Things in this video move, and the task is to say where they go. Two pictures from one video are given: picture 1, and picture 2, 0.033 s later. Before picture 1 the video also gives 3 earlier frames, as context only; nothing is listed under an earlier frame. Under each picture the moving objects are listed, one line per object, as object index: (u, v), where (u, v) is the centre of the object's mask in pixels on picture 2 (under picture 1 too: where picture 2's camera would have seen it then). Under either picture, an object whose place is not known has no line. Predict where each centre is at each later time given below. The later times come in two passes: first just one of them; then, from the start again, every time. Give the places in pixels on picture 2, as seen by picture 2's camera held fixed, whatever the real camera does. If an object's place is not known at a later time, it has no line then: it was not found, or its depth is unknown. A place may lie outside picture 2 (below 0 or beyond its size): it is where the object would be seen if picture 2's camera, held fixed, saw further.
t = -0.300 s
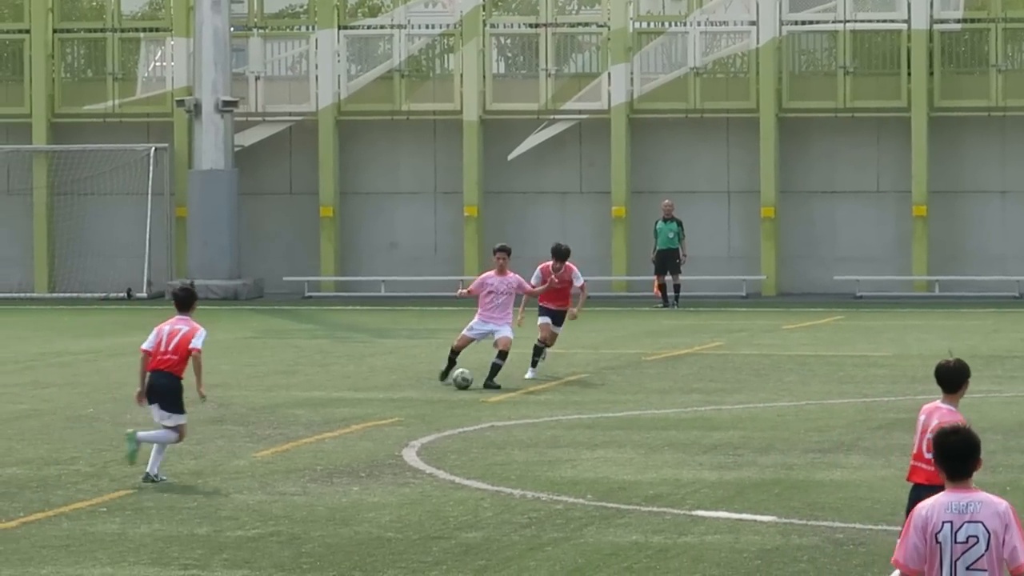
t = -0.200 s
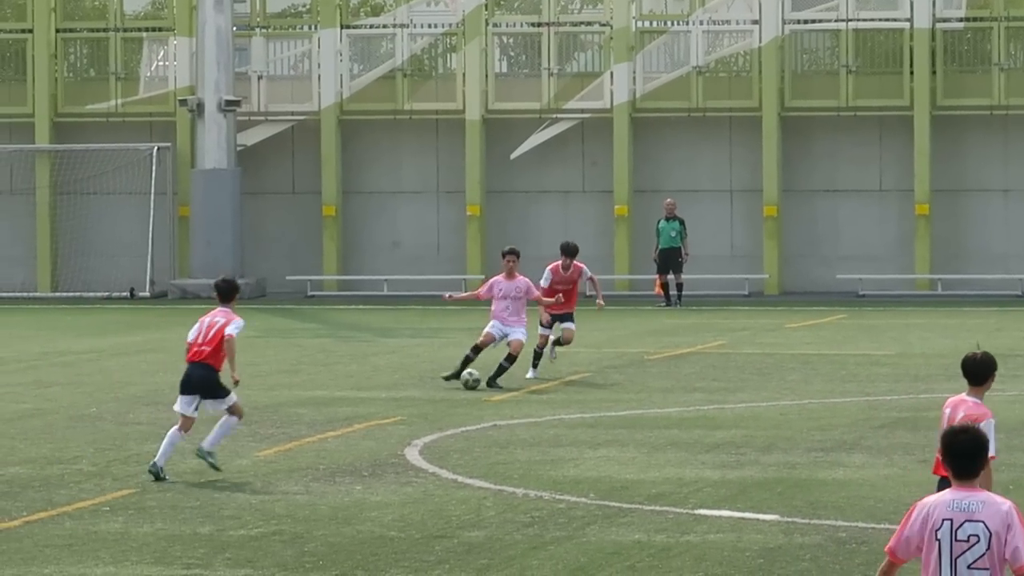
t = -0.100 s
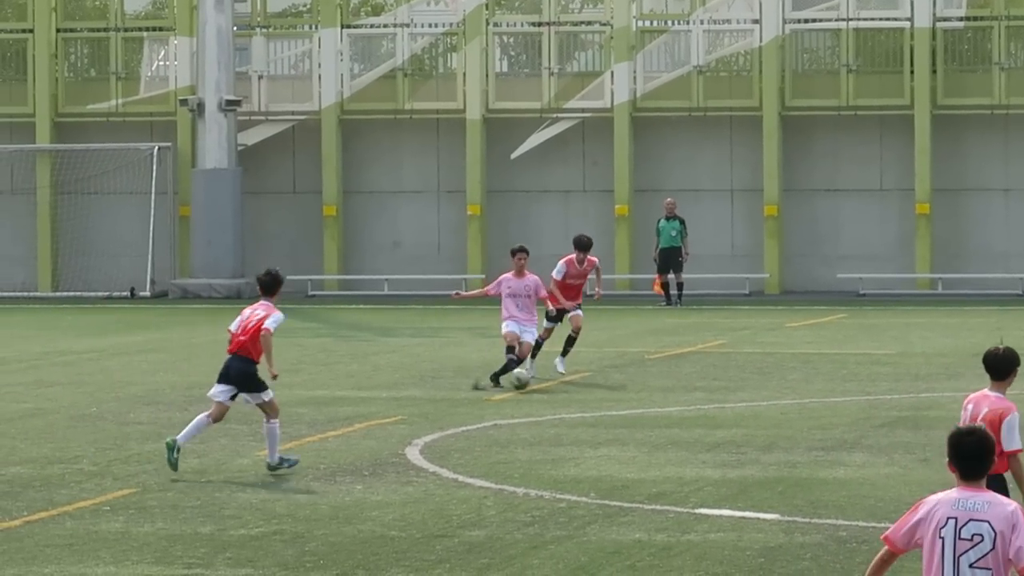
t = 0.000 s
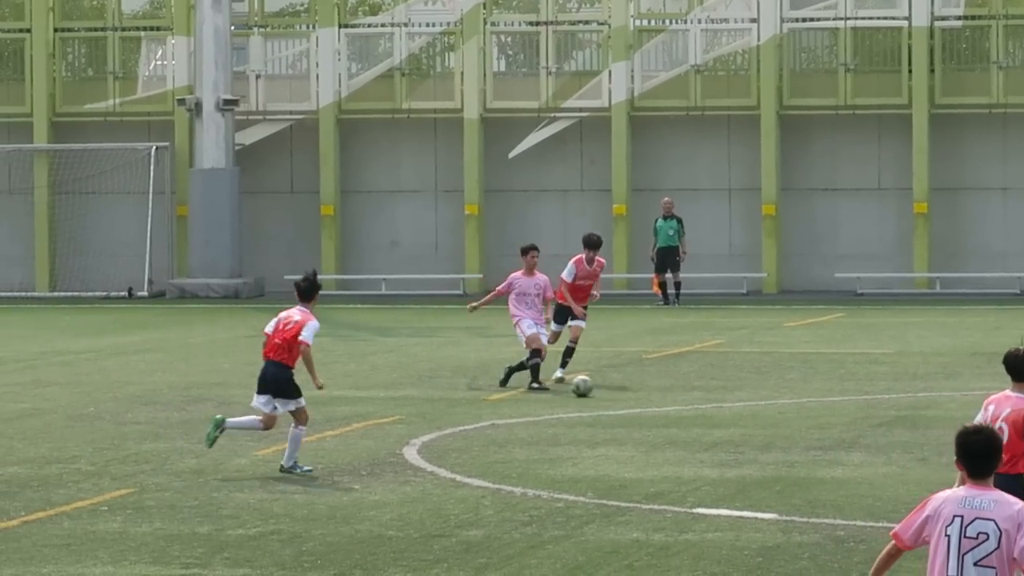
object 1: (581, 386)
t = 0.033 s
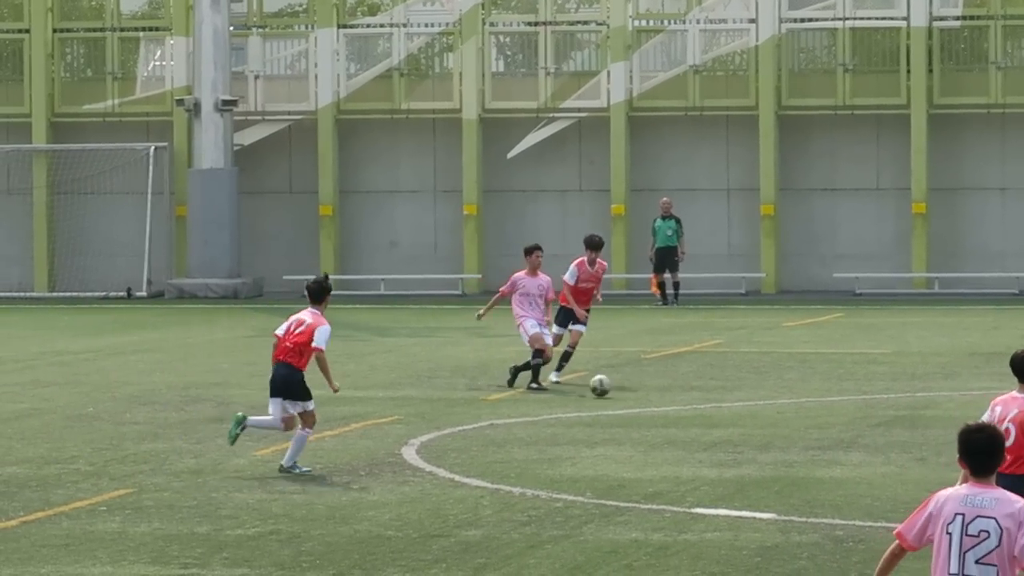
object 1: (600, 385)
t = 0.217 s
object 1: (706, 389)
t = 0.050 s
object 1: (610, 385)
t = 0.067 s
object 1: (619, 385)
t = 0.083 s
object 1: (629, 386)
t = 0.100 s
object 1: (639, 386)
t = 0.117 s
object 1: (649, 388)
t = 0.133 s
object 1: (659, 389)
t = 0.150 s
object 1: (669, 390)
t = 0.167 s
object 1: (678, 390)
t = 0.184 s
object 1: (687, 389)
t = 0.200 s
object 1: (696, 389)
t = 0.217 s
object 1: (706, 389)
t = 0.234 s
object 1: (715, 389)
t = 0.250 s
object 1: (725, 390)
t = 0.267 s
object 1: (734, 391)
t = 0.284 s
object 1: (744, 392)
